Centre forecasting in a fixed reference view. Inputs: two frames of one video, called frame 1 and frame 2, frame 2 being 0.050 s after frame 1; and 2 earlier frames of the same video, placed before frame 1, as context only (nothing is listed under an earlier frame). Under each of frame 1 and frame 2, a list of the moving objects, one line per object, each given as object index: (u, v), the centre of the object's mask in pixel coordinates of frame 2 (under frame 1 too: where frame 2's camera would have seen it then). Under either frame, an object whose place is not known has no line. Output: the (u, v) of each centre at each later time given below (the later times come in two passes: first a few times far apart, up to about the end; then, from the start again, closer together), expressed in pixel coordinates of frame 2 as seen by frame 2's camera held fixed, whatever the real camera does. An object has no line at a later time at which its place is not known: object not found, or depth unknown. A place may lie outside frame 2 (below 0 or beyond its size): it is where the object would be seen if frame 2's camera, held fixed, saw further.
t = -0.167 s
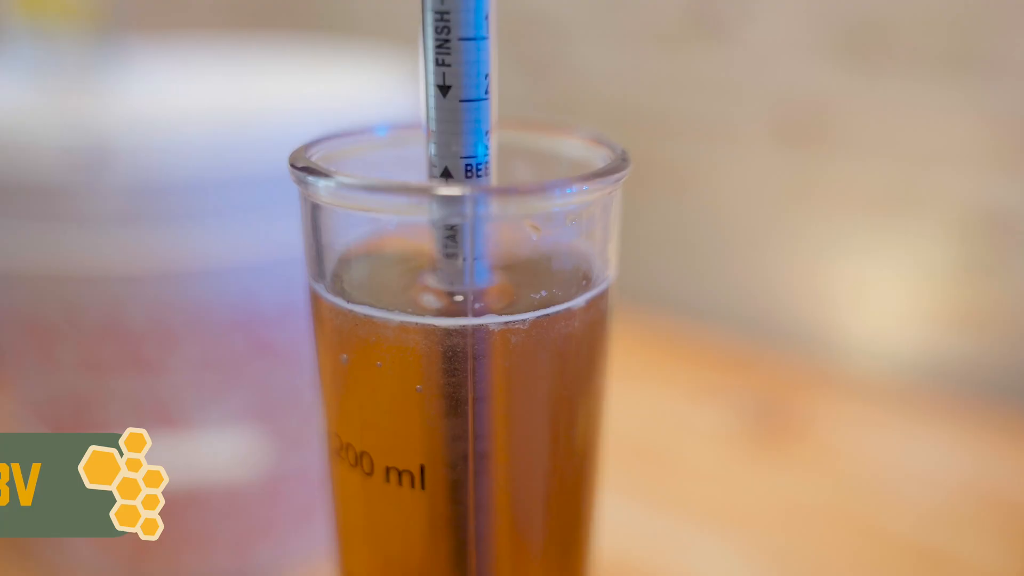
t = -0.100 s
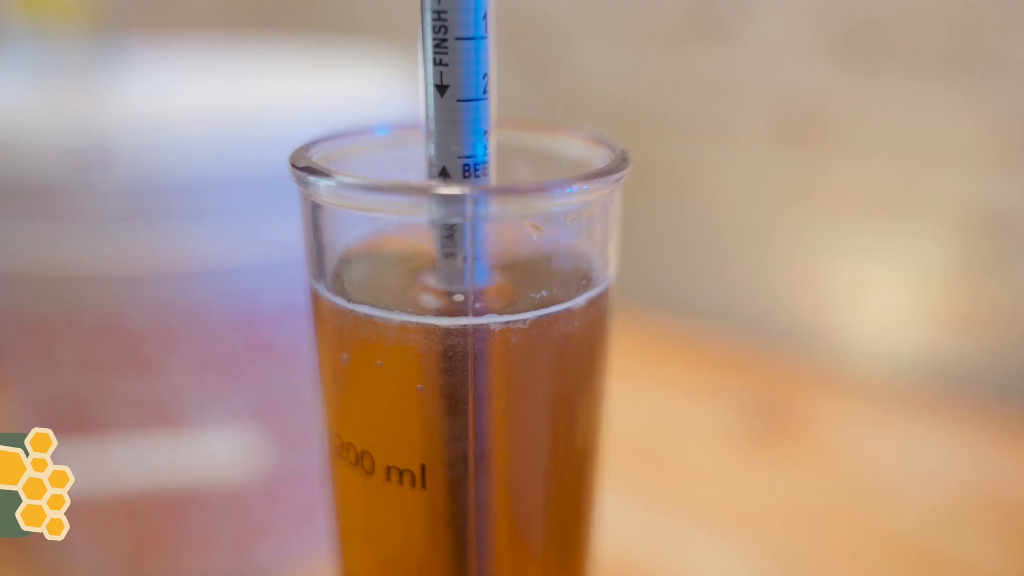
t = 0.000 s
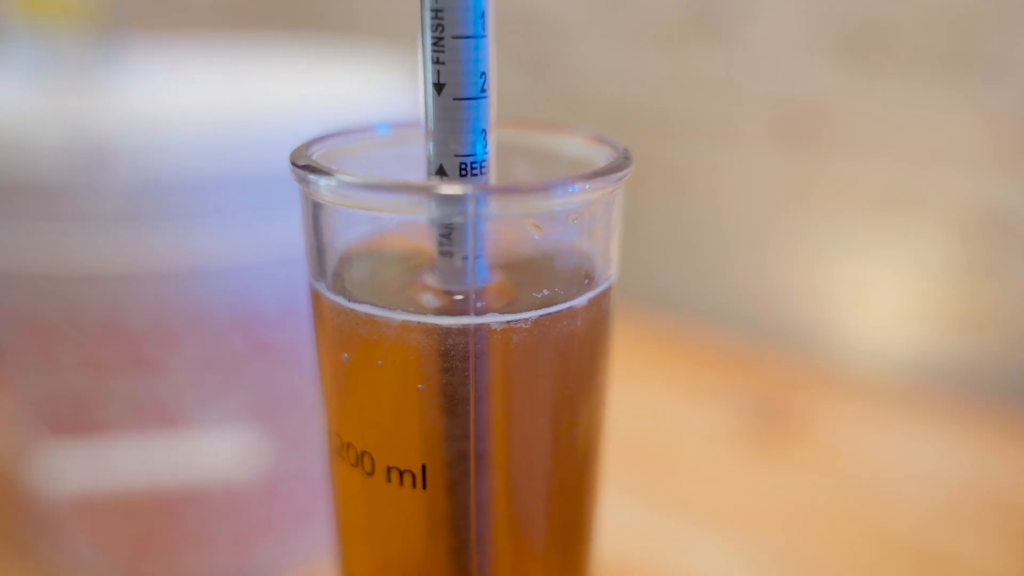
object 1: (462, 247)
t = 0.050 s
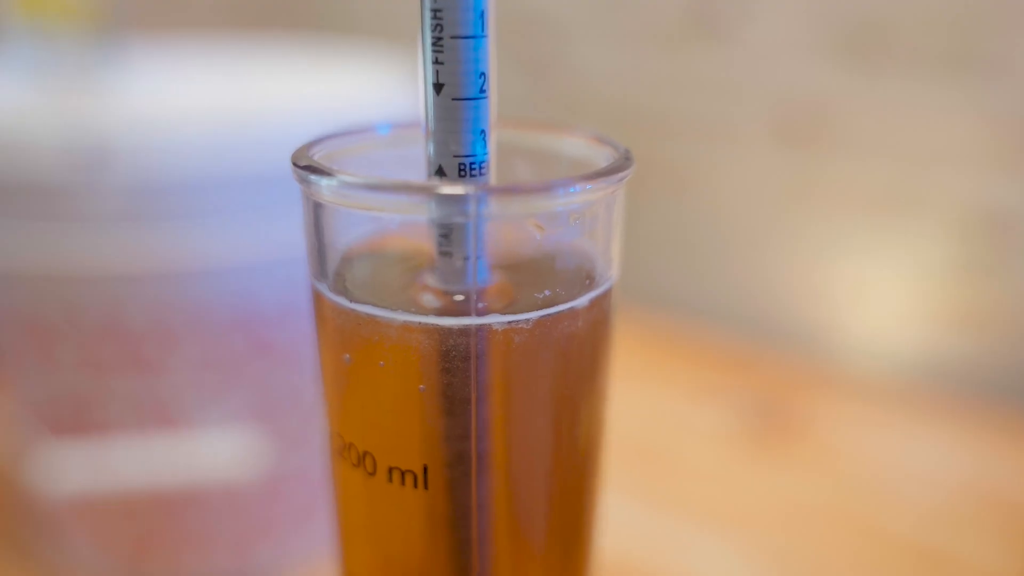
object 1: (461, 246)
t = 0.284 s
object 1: (458, 247)
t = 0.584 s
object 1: (455, 247)
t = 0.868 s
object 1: (455, 247)
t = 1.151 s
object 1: (455, 255)
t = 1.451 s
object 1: (455, 261)
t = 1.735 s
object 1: (455, 267)
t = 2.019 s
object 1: (455, 268)
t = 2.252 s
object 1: (454, 267)
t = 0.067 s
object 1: (461, 245)
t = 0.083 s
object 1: (461, 245)
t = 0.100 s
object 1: (461, 245)
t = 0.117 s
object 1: (460, 246)
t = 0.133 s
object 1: (460, 246)
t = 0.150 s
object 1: (460, 245)
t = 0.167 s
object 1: (460, 246)
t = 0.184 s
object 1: (460, 245)
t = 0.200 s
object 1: (459, 247)
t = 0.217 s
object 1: (459, 247)
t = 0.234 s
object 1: (459, 247)
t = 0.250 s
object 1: (459, 247)
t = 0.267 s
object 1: (458, 247)
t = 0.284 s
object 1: (458, 247)
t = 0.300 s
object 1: (458, 246)
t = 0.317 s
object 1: (458, 246)
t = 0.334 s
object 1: (458, 247)
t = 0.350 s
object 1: (458, 247)
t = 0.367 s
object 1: (458, 247)
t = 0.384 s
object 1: (457, 248)
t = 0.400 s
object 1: (457, 248)
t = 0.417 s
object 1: (457, 249)
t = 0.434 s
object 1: (457, 248)
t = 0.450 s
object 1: (457, 248)
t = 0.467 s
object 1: (456, 248)
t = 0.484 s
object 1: (456, 247)
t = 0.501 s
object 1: (456, 247)
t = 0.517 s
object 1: (456, 247)
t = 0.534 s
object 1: (455, 246)
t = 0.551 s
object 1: (455, 247)
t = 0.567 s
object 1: (455, 247)
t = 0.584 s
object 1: (455, 247)
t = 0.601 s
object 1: (455, 247)
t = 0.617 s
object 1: (455, 247)
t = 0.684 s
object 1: (455, 246)
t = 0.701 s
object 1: (455, 246)
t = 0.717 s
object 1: (455, 247)
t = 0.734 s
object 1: (455, 247)
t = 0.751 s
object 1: (455, 247)
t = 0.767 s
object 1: (455, 247)
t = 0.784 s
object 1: (455, 247)
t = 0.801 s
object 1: (455, 247)
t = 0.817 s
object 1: (455, 247)
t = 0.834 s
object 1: (455, 247)
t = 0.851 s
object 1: (455, 248)
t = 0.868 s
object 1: (455, 247)
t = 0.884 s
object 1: (455, 247)
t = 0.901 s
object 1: (455, 249)
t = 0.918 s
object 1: (455, 249)
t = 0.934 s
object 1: (455, 249)
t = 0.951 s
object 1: (455, 249)
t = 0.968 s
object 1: (455, 249)
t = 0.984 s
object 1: (455, 250)
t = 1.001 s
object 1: (455, 251)
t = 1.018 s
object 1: (455, 251)
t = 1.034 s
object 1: (455, 252)
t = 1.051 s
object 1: (455, 253)
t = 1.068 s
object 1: (456, 254)
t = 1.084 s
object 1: (456, 254)
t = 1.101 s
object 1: (456, 254)
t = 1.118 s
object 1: (456, 254)
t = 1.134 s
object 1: (456, 254)
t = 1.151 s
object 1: (455, 255)
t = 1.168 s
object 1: (455, 256)
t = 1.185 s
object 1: (455, 257)
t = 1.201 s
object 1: (455, 257)
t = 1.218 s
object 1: (455, 257)
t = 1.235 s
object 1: (455, 258)
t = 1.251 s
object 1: (455, 258)
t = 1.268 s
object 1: (455, 258)
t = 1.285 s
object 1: (455, 258)
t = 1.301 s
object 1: (455, 258)
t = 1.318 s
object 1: (455, 260)
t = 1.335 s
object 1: (455, 261)
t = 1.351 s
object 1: (455, 261)
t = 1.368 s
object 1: (455, 261)
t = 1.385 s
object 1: (455, 261)
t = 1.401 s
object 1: (455, 261)
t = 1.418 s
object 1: (455, 260)
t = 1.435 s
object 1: (455, 261)
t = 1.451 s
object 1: (455, 261)
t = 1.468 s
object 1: (455, 261)
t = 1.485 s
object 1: (454, 262)
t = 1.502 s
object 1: (455, 262)
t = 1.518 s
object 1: (454, 262)
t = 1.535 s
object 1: (455, 263)
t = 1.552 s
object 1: (455, 263)
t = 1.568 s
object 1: (455, 264)
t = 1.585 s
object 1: (455, 264)
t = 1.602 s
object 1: (455, 265)
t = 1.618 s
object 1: (455, 265)
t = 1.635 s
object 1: (455, 265)
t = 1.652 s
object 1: (455, 265)
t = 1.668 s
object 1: (455, 266)
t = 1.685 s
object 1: (455, 266)
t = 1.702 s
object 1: (455, 266)
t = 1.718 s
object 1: (455, 266)
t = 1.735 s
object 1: (455, 267)
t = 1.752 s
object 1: (455, 267)
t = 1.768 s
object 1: (455, 267)
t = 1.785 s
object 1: (456, 267)
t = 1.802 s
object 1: (455, 268)
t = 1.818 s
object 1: (455, 267)
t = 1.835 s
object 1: (455, 267)
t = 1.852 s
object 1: (455, 267)
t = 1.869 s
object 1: (455, 267)
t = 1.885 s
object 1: (455, 267)
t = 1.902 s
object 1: (455, 267)
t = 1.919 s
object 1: (455, 267)
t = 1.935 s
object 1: (455, 268)
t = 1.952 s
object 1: (455, 268)
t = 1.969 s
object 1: (455, 267)
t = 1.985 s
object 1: (455, 268)
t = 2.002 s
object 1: (455, 268)
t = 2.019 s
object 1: (455, 268)
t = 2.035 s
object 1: (455, 268)
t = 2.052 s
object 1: (455, 268)
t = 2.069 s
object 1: (455, 268)
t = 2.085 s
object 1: (455, 268)
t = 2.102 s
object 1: (455, 268)
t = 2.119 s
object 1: (455, 268)
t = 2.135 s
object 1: (455, 268)
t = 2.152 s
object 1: (455, 268)
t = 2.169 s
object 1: (455, 268)
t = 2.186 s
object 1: (455, 268)
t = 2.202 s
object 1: (455, 268)
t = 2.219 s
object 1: (455, 268)
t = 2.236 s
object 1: (455, 268)
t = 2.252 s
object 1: (454, 267)
